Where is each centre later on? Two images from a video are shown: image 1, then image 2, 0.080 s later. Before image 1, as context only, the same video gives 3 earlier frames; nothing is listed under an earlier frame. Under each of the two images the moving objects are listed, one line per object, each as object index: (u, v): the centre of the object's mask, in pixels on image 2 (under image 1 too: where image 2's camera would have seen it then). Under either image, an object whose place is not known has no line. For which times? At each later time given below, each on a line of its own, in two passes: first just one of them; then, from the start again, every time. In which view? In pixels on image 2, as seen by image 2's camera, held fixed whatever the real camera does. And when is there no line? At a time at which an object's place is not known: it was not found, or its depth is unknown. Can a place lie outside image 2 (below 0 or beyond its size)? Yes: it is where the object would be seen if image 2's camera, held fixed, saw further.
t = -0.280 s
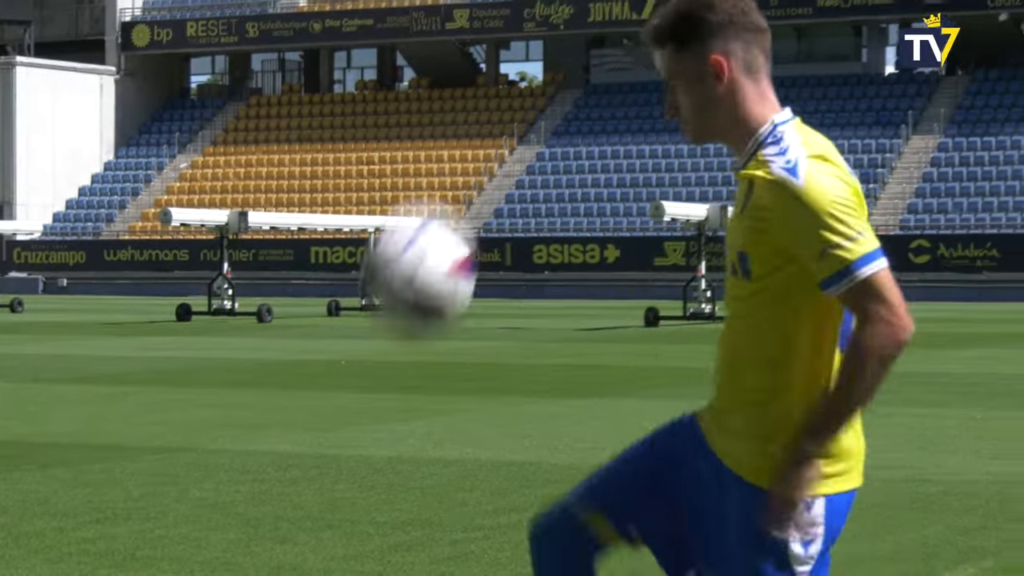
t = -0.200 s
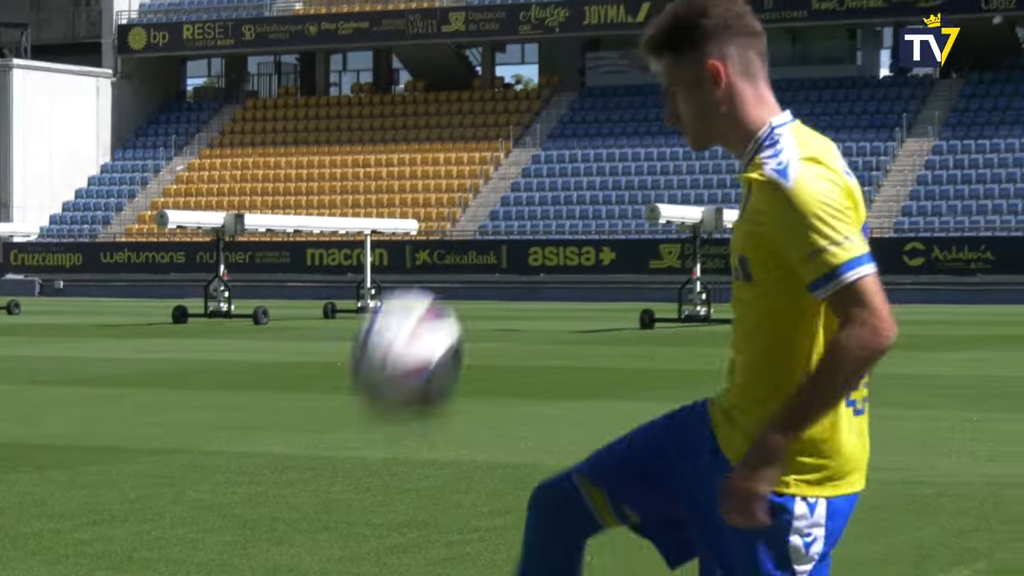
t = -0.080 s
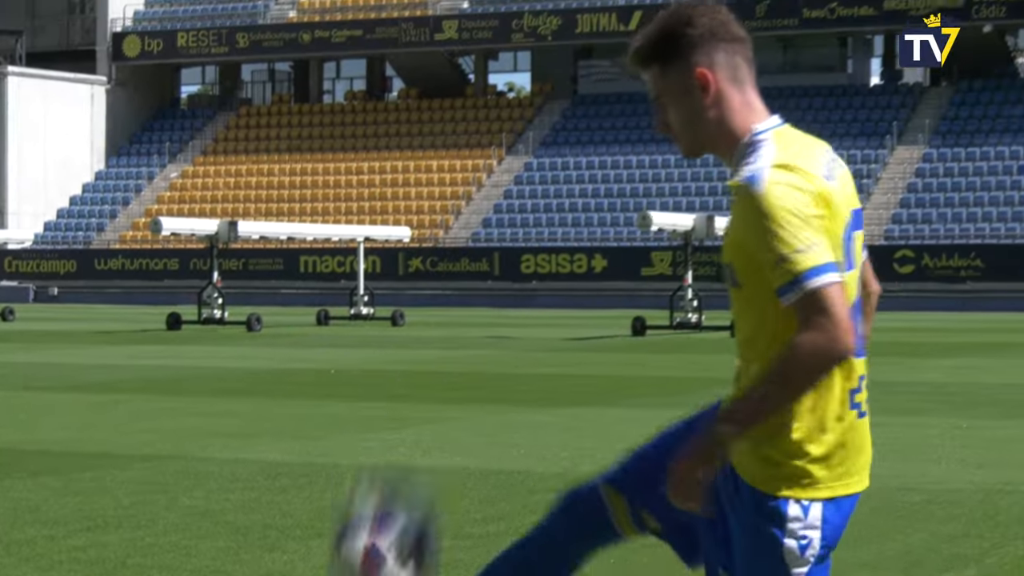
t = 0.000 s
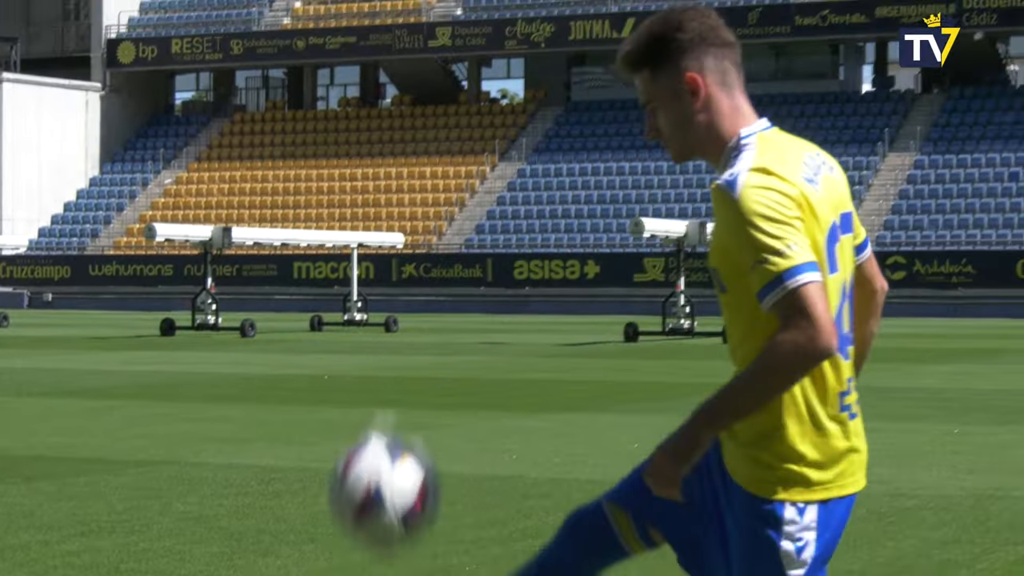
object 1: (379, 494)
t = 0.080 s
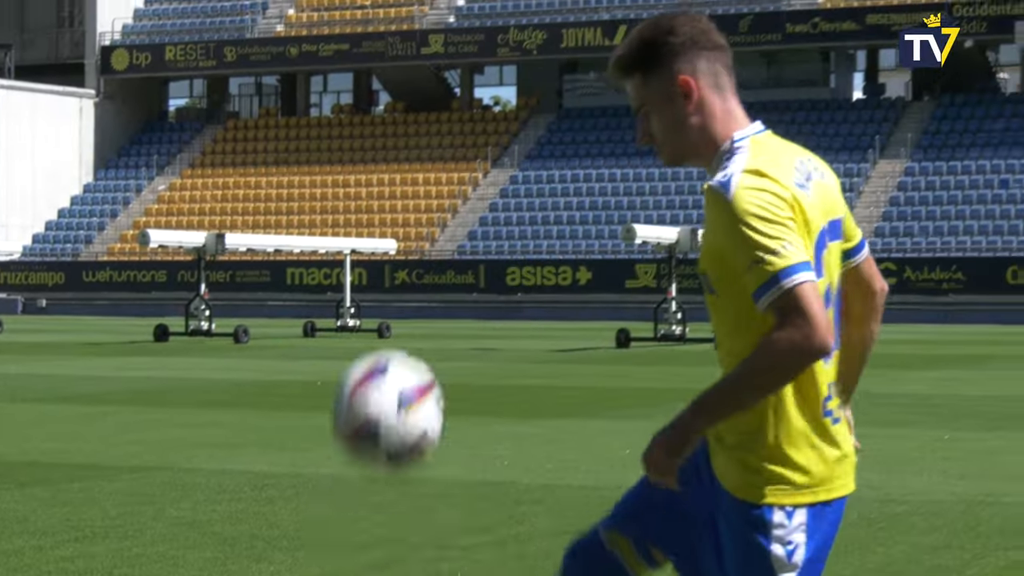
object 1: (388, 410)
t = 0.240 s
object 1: (407, 324)
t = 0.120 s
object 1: (393, 380)
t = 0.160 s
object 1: (398, 356)
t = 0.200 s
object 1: (403, 337)
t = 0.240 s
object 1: (407, 324)
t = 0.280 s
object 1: (412, 317)
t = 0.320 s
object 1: (416, 319)
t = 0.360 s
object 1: (424, 325)
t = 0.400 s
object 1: (430, 340)
